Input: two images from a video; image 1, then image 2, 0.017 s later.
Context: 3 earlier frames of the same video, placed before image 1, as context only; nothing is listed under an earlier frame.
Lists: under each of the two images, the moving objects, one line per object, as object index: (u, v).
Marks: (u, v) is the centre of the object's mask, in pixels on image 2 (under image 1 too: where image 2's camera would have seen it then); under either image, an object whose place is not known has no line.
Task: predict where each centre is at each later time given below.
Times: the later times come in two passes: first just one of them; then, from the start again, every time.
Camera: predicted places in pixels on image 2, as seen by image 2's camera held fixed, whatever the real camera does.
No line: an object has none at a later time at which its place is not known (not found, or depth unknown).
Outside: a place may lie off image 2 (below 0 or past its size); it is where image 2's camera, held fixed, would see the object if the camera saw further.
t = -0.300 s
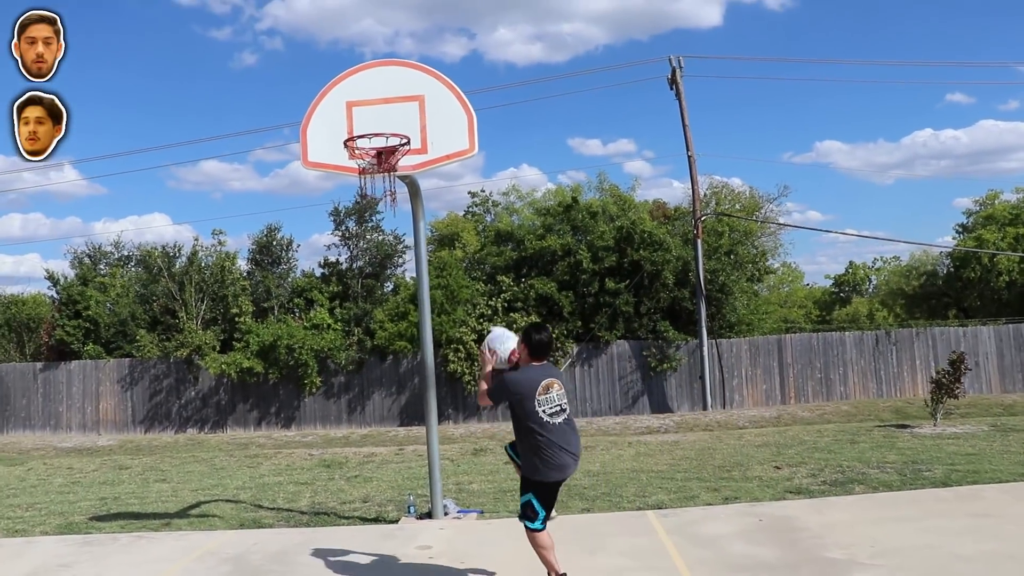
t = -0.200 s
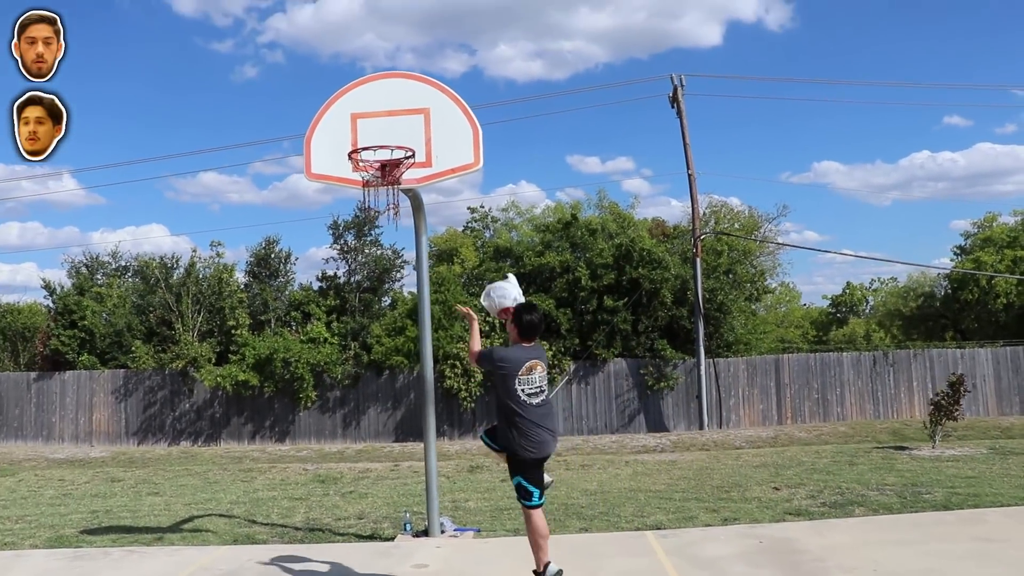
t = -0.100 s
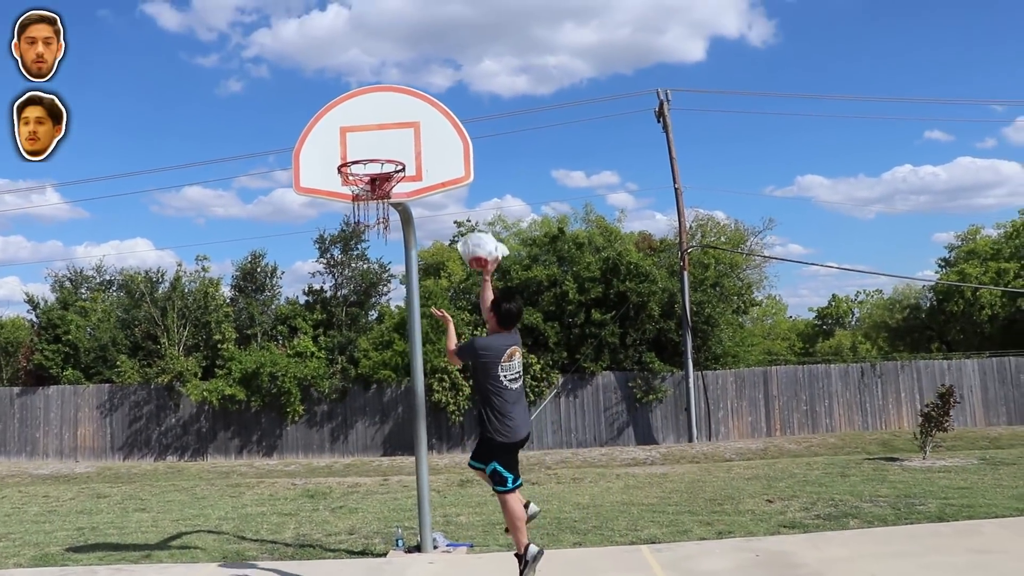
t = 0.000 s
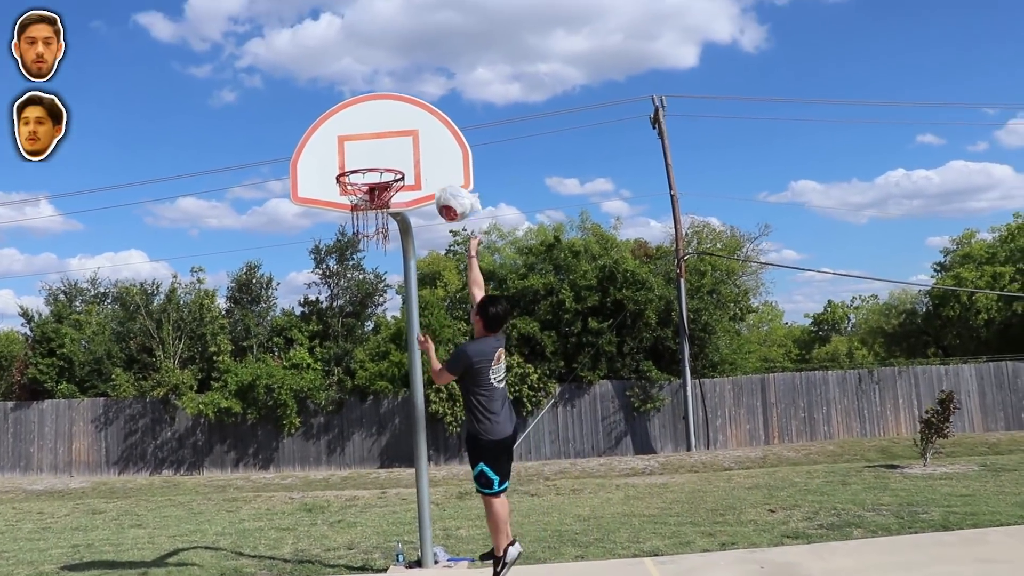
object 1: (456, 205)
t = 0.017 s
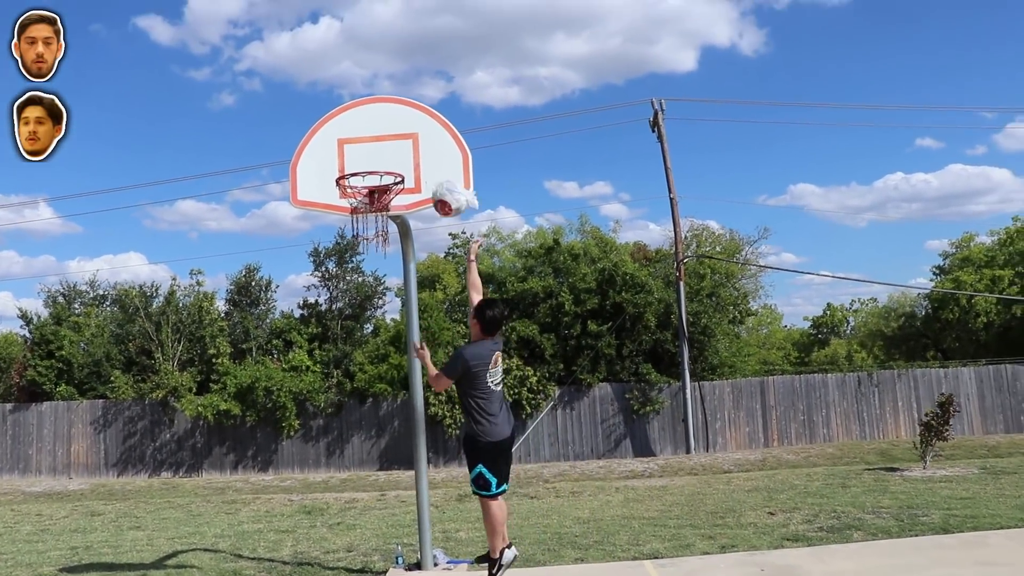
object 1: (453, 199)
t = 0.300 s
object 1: (392, 133)
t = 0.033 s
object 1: (449, 193)
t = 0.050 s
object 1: (446, 187)
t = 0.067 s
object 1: (441, 181)
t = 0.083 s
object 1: (437, 176)
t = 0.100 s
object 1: (432, 170)
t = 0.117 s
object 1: (428, 166)
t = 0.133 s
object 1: (424, 161)
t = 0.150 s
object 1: (422, 156)
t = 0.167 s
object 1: (419, 153)
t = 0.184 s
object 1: (415, 149)
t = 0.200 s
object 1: (412, 146)
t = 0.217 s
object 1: (408, 144)
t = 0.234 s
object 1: (405, 141)
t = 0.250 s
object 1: (402, 138)
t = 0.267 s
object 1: (399, 136)
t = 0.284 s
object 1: (396, 135)
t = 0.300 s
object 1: (392, 133)
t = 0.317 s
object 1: (389, 133)
